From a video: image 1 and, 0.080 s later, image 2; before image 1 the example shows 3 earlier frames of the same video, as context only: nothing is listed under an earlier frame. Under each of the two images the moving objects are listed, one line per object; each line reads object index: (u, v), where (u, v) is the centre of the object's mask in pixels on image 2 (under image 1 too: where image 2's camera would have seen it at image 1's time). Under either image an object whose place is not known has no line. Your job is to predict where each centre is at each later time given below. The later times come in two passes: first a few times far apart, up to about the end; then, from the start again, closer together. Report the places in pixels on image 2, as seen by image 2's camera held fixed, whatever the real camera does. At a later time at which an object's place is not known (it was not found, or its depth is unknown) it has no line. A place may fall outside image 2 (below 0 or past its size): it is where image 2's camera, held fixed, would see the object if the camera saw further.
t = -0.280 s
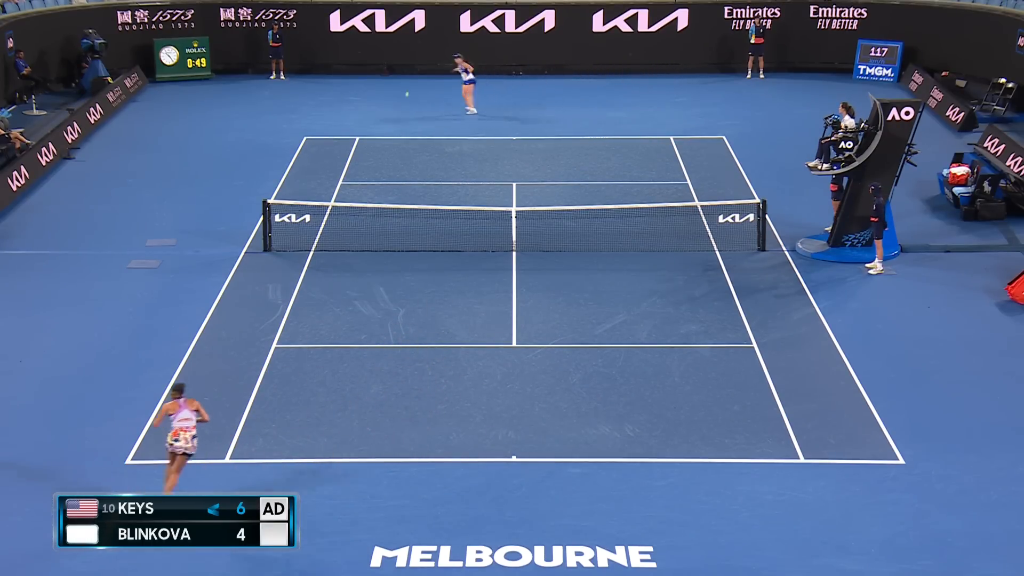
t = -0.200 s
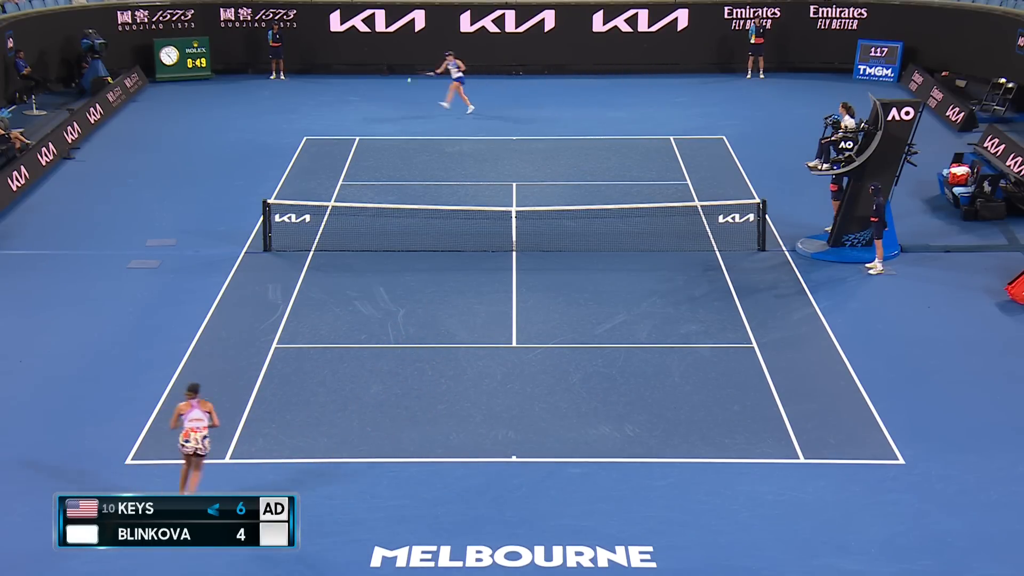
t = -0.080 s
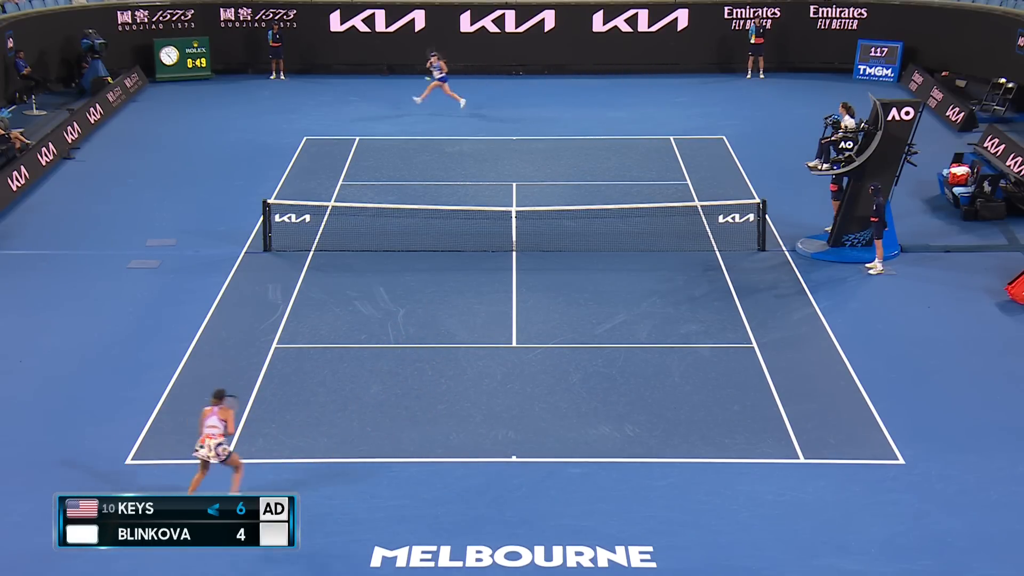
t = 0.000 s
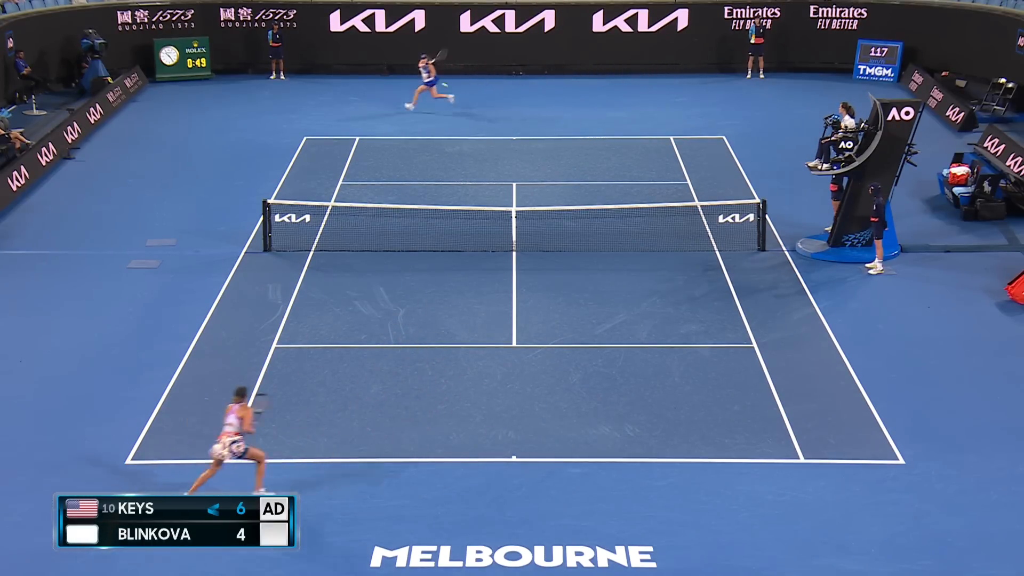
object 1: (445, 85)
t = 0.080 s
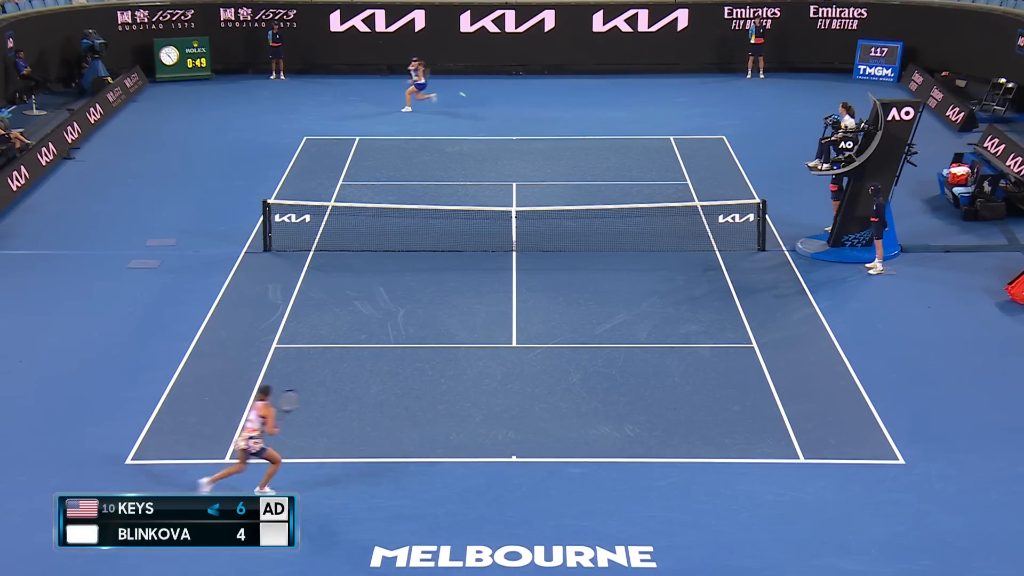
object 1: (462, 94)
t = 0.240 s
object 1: (500, 123)
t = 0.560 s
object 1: (586, 228)
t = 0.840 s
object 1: (666, 338)
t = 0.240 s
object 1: (500, 123)
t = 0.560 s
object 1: (586, 228)
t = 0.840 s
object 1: (666, 338)
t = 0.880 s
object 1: (674, 336)
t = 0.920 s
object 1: (681, 335)
